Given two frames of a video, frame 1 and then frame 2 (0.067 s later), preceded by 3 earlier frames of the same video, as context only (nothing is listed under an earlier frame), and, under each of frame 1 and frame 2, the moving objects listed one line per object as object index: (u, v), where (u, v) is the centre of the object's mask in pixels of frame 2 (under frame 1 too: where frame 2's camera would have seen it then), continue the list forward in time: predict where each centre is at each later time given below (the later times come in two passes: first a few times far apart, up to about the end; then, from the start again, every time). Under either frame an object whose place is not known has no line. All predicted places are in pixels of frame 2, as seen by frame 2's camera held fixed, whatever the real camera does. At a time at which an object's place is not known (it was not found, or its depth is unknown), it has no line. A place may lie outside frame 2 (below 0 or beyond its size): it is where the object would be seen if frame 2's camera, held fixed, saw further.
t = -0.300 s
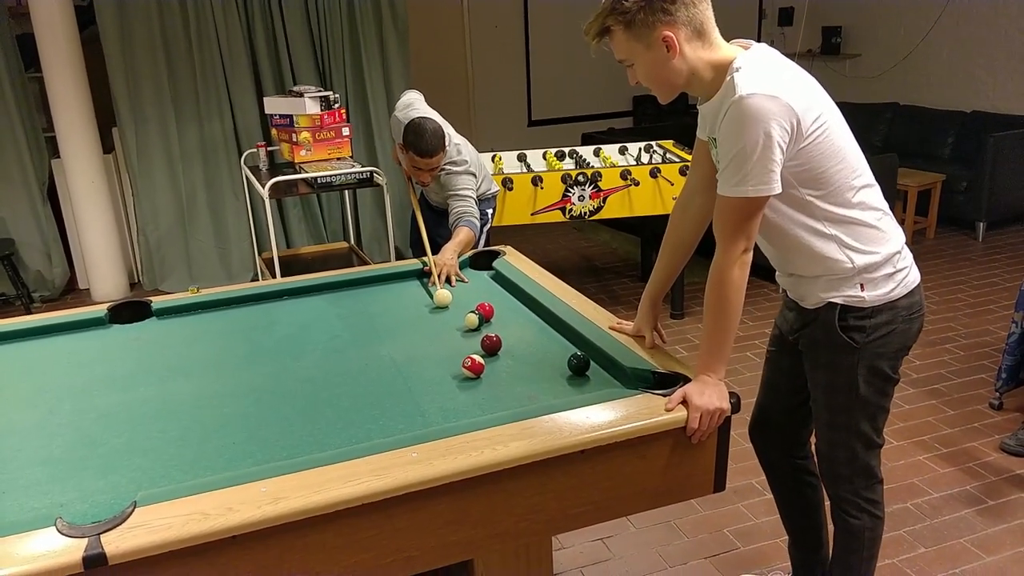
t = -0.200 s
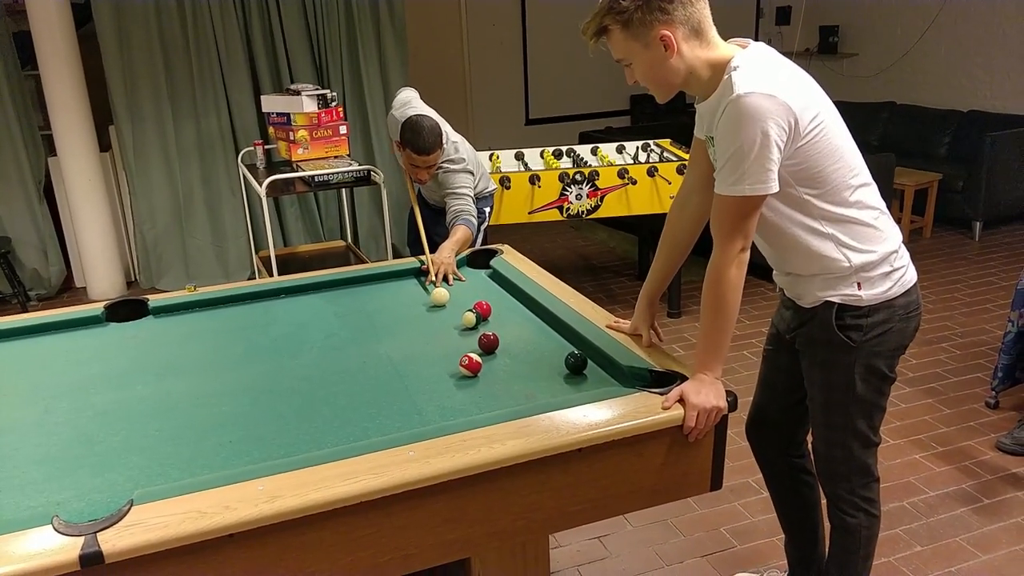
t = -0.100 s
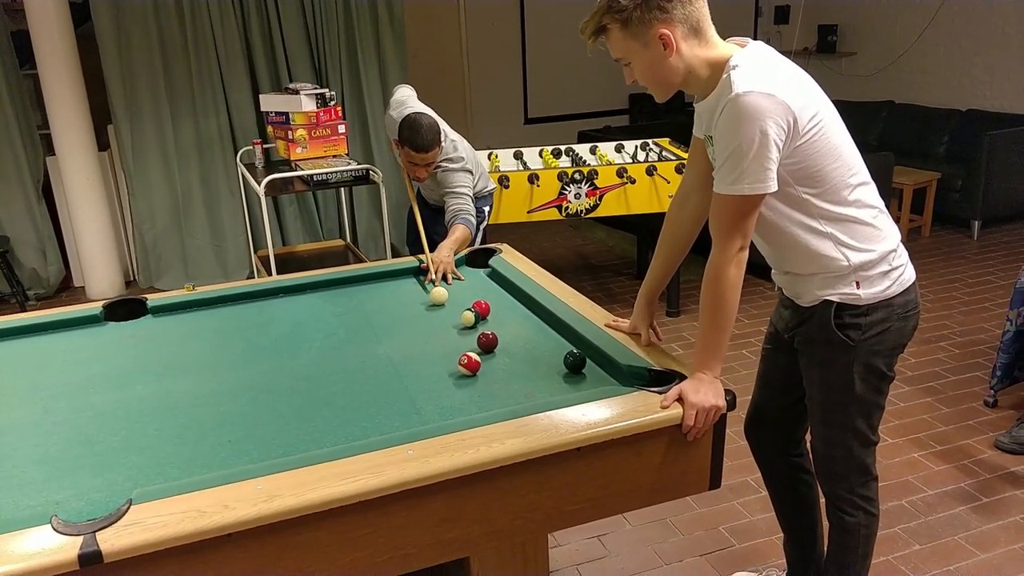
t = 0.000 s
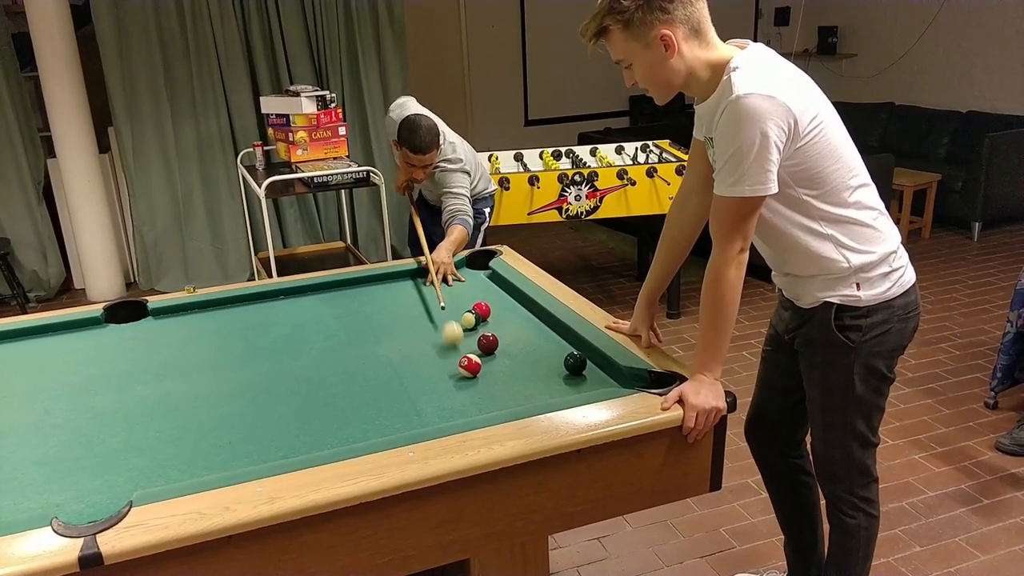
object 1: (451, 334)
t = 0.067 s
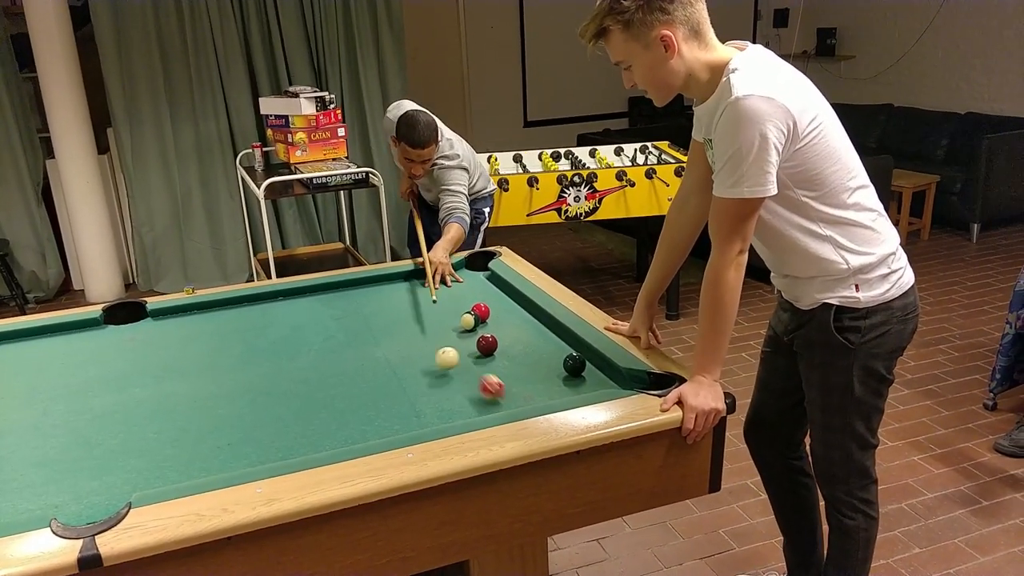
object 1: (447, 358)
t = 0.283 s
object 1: (377, 388)
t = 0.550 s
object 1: (294, 423)
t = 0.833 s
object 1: (195, 464)
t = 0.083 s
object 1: (440, 360)
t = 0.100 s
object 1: (434, 362)
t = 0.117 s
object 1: (428, 367)
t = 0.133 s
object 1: (422, 371)
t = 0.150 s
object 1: (416, 371)
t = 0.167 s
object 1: (411, 373)
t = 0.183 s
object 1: (406, 376)
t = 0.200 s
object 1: (401, 379)
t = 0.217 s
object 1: (396, 380)
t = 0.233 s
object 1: (391, 382)
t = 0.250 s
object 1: (386, 385)
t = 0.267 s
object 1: (382, 386)
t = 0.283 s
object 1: (377, 388)
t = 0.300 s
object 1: (372, 391)
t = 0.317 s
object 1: (367, 393)
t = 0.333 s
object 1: (362, 395)
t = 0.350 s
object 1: (357, 397)
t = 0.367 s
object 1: (352, 399)
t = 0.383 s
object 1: (347, 401)
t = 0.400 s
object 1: (342, 403)
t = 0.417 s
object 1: (337, 405)
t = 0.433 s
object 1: (331, 407)
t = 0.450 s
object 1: (326, 409)
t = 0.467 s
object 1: (321, 412)
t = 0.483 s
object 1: (315, 414)
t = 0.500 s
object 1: (310, 416)
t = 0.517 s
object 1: (305, 418)
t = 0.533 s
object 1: (299, 421)
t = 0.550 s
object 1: (294, 423)
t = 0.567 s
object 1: (289, 425)
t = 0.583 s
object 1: (283, 428)
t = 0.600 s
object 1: (277, 430)
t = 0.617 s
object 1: (272, 432)
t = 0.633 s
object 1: (266, 435)
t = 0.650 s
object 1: (261, 437)
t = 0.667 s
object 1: (255, 439)
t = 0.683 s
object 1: (249, 442)
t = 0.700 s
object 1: (243, 444)
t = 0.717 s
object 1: (237, 447)
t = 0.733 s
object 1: (231, 449)
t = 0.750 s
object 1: (226, 452)
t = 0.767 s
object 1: (219, 454)
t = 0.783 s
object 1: (213, 457)
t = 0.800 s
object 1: (207, 459)
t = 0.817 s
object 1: (201, 462)
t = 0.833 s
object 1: (195, 464)
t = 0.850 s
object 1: (188, 466)
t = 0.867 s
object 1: (182, 469)
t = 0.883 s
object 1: (176, 471)
